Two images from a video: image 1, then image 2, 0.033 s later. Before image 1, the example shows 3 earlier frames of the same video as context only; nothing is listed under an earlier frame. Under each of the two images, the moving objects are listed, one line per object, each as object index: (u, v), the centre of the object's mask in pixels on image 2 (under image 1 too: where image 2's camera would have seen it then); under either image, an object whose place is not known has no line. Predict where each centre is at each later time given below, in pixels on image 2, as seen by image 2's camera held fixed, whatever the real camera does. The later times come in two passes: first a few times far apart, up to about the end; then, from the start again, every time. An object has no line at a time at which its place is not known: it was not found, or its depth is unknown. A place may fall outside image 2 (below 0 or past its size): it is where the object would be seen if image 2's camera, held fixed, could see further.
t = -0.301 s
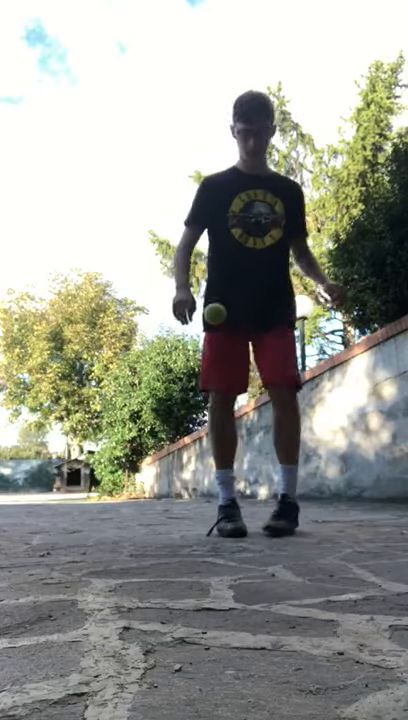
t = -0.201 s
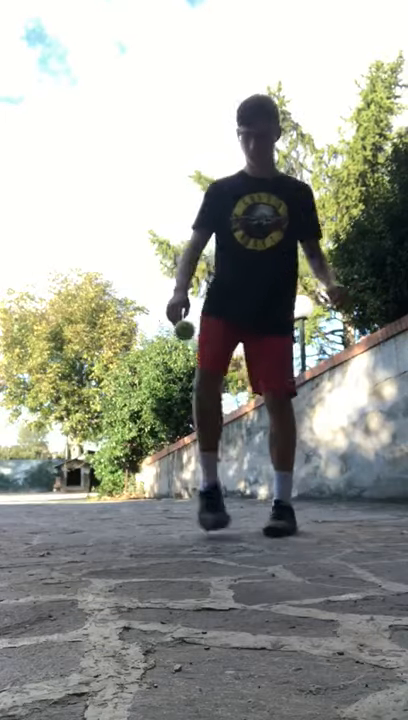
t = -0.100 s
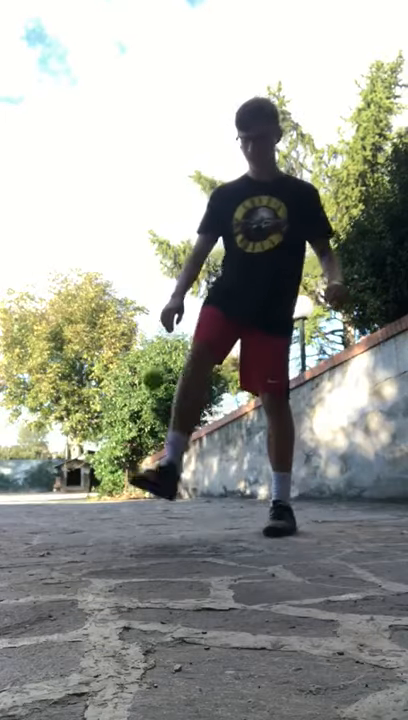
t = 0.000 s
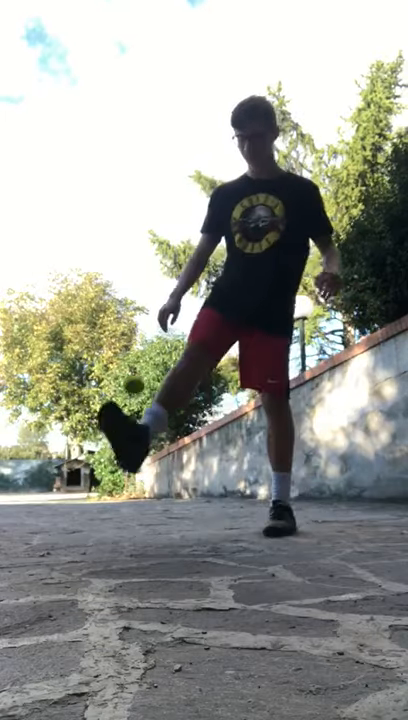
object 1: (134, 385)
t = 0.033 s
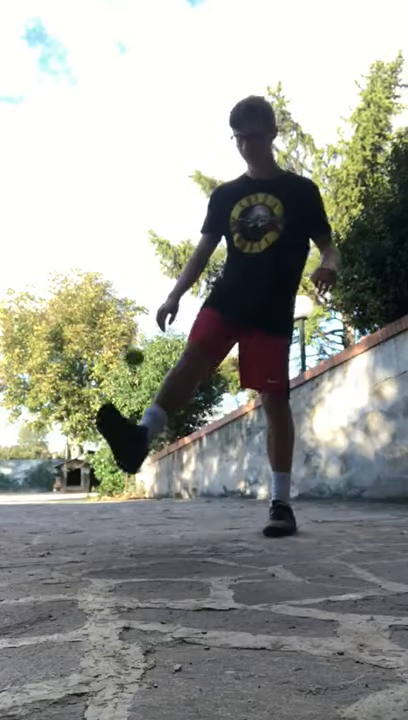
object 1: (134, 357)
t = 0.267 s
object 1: (133, 265)
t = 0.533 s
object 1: (129, 344)
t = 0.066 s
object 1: (134, 333)
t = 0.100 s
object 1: (134, 313)
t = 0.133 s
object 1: (134, 296)
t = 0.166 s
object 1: (134, 283)
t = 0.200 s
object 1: (134, 274)
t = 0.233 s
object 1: (133, 268)
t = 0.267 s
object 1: (133, 265)
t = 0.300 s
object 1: (133, 265)
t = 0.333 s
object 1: (133, 267)
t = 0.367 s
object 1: (132, 273)
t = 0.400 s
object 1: (132, 281)
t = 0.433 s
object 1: (132, 293)
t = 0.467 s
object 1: (131, 307)
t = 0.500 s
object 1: (131, 324)
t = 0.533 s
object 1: (129, 344)
